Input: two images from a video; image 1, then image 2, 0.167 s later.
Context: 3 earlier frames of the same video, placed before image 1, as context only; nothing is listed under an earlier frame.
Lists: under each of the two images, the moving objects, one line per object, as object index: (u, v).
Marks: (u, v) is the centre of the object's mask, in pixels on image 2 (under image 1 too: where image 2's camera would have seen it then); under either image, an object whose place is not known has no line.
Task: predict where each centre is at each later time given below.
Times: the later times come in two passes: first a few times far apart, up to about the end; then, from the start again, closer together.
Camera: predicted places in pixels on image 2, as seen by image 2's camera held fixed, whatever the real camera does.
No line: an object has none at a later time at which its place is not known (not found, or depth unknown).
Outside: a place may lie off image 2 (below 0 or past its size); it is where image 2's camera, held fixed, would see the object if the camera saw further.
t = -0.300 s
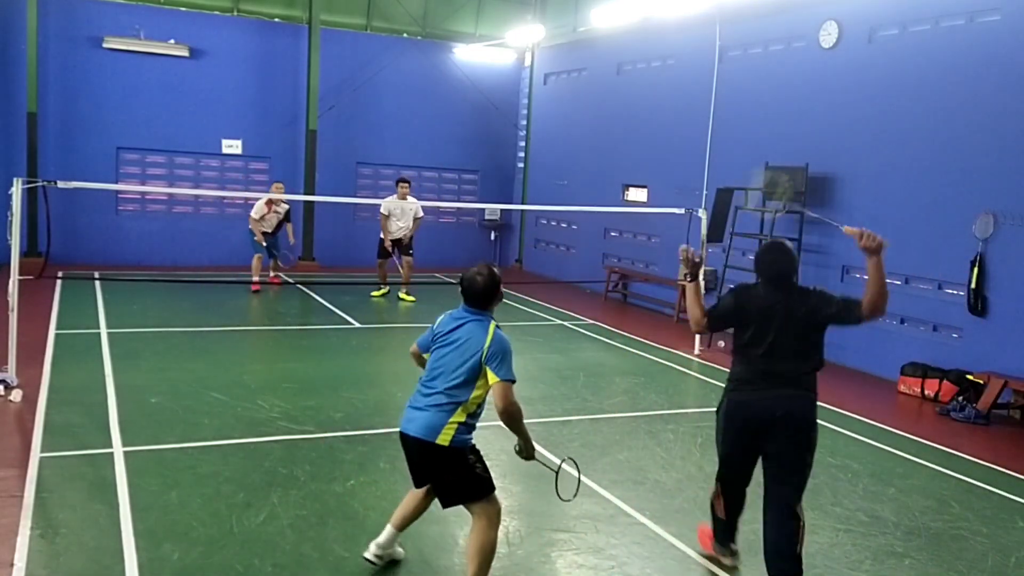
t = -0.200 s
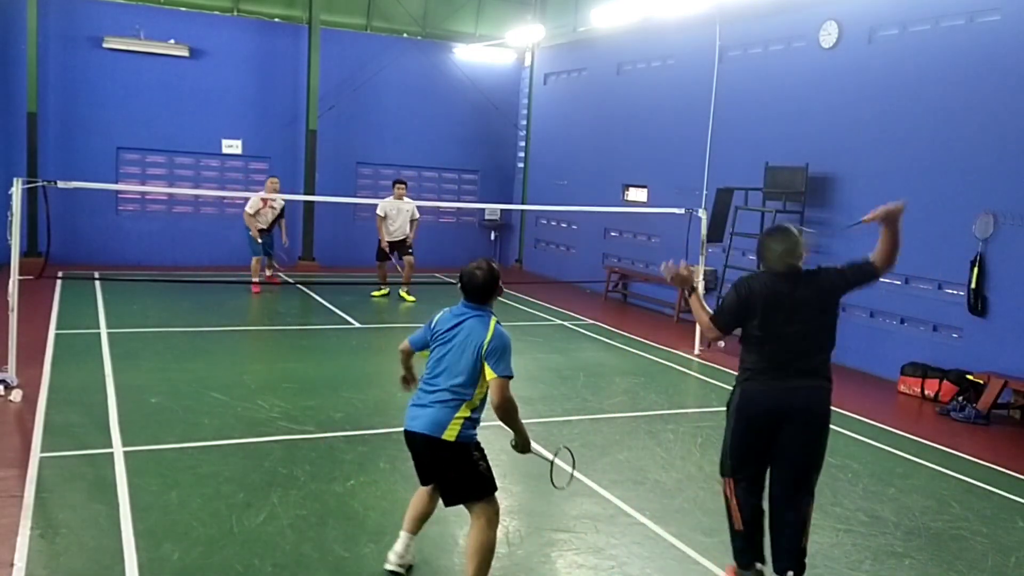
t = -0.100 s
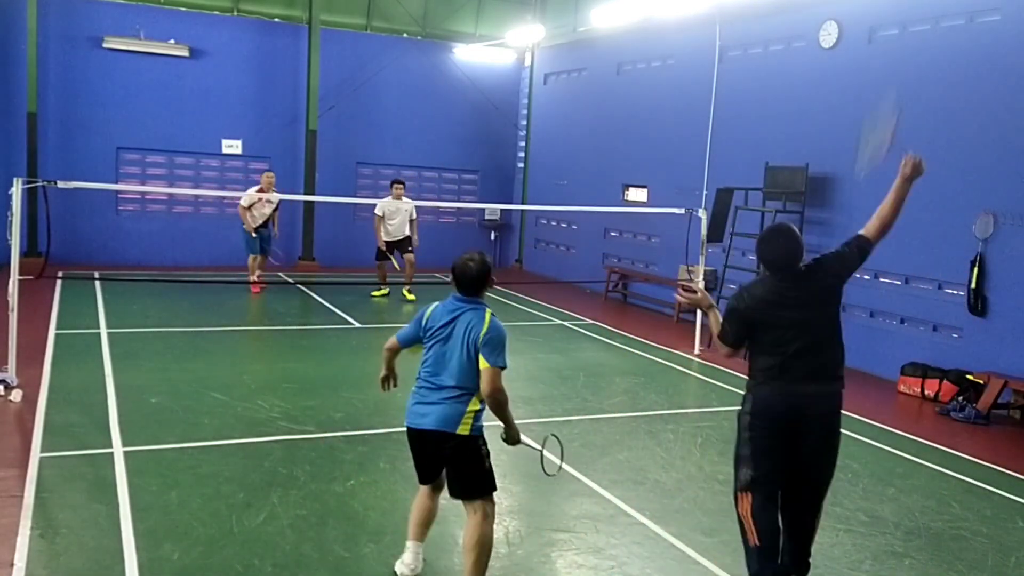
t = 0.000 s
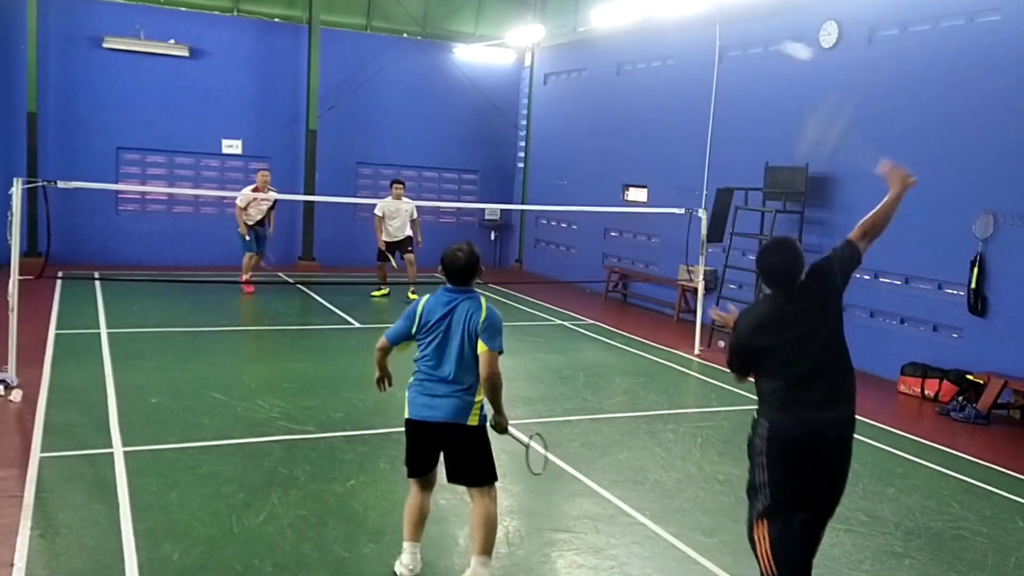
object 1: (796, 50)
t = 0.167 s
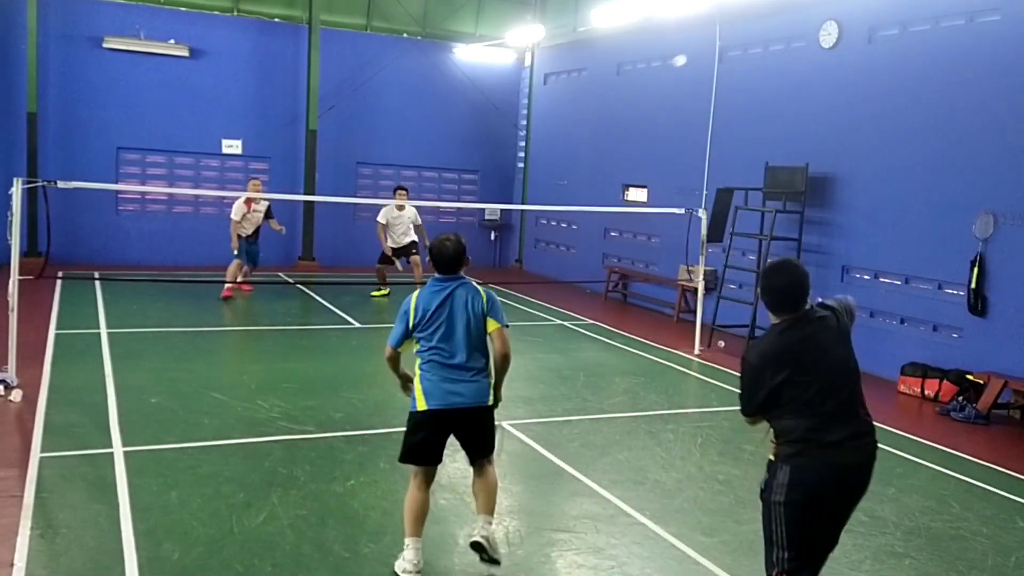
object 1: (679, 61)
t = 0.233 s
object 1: (657, 71)
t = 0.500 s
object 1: (607, 136)
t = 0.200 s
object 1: (668, 66)
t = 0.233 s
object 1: (657, 71)
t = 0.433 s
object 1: (616, 118)
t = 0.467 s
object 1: (611, 127)
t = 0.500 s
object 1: (607, 136)
